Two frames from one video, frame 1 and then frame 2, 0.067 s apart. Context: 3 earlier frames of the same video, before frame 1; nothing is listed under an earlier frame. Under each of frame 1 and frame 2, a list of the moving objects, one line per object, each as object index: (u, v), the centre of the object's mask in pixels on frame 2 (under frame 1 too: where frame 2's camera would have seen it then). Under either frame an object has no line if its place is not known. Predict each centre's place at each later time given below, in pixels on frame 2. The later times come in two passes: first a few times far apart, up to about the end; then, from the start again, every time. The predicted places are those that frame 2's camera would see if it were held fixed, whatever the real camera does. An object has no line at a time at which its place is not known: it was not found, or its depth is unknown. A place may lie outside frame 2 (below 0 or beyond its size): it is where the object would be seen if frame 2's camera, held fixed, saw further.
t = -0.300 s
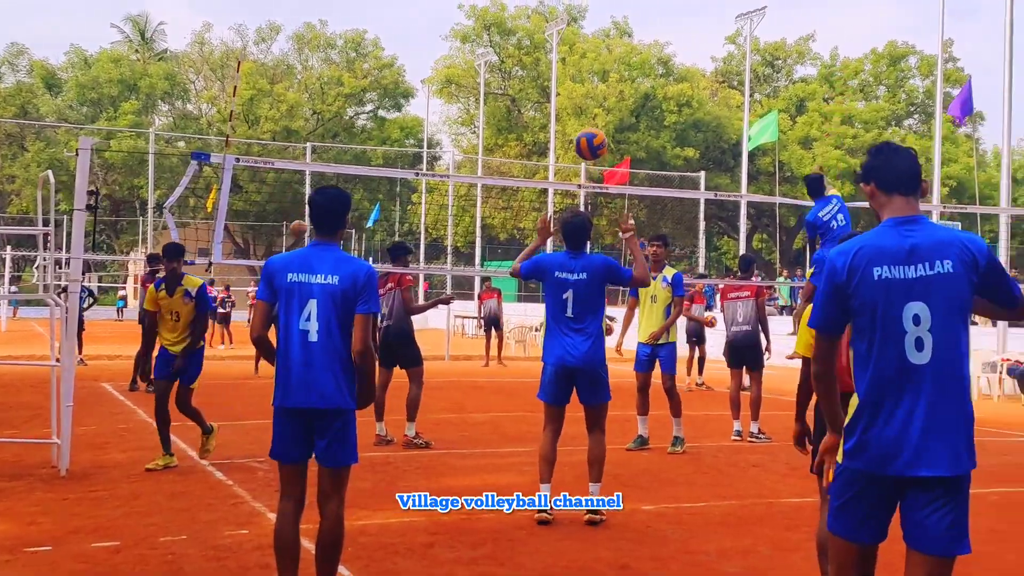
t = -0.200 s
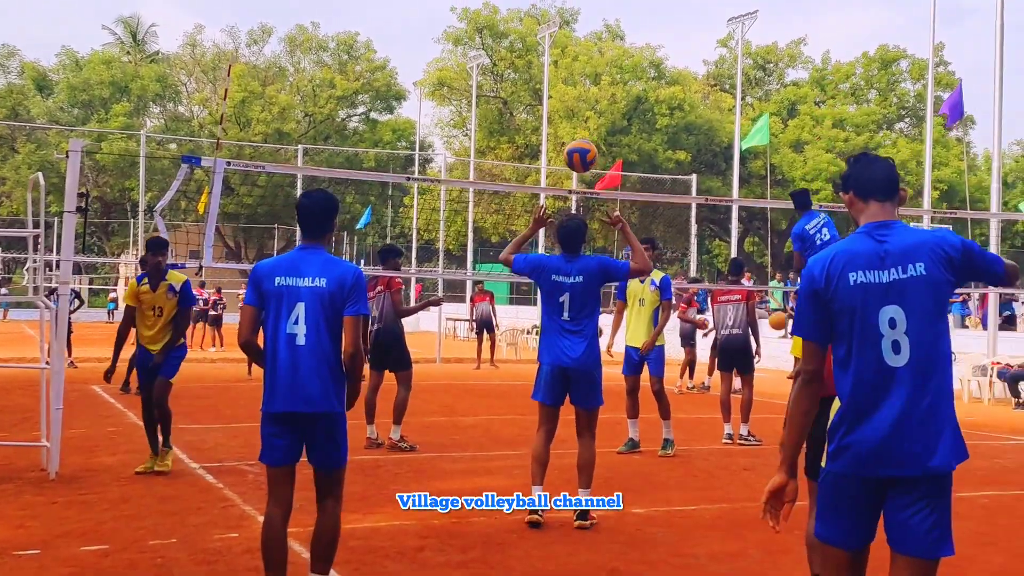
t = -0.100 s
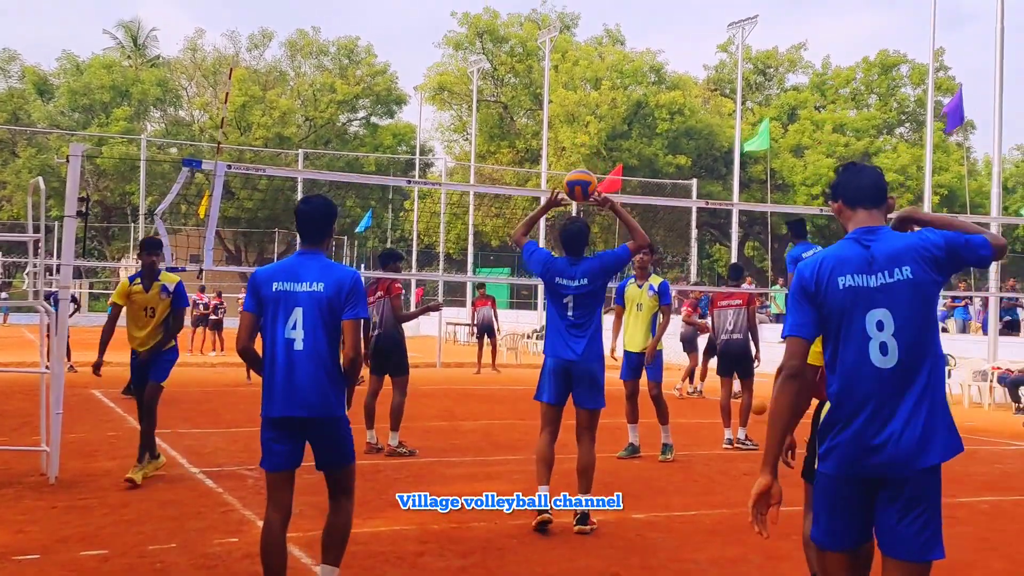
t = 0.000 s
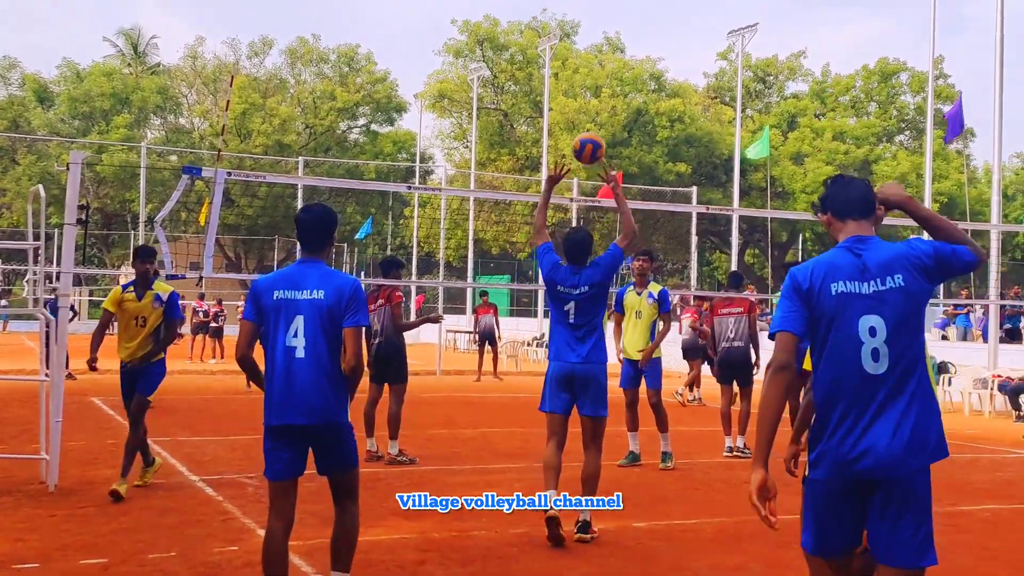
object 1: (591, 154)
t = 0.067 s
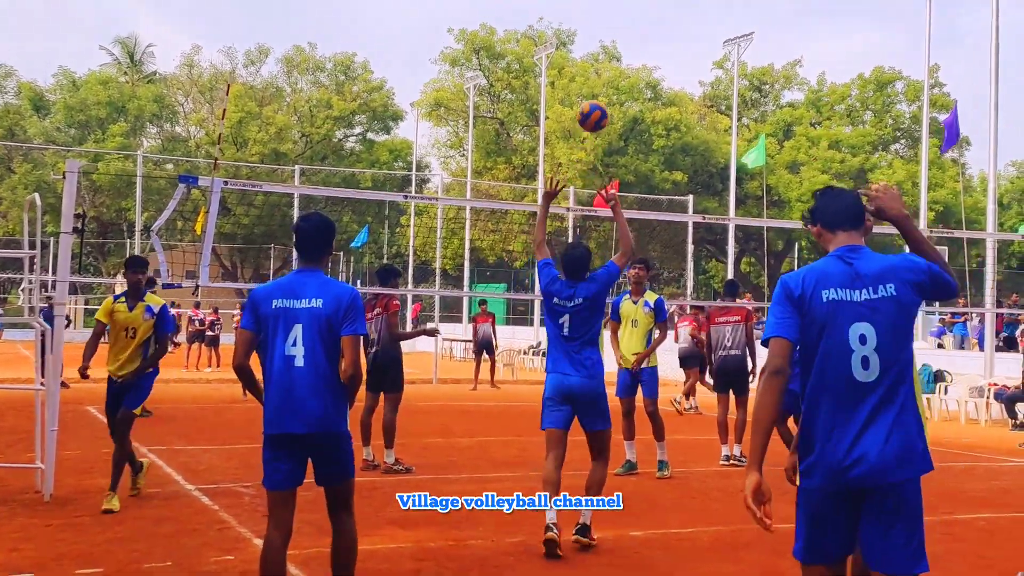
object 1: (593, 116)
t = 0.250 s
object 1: (614, 45)
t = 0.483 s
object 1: (635, 28)
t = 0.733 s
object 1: (650, 84)
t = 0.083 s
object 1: (595, 107)
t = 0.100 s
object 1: (597, 100)
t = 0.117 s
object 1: (599, 92)
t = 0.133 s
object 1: (601, 84)
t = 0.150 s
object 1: (603, 78)
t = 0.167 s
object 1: (605, 71)
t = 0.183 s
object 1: (606, 65)
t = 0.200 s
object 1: (608, 59)
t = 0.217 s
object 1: (610, 54)
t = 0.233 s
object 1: (612, 49)
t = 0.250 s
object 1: (614, 45)
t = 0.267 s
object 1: (615, 41)
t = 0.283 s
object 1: (617, 38)
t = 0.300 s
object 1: (618, 35)
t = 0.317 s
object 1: (620, 32)
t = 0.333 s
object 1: (622, 30)
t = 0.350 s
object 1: (623, 29)
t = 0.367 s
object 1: (625, 27)
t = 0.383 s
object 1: (626, 26)
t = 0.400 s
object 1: (628, 26)
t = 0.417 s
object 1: (629, 25)
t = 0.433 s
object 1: (631, 26)
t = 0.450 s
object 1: (632, 26)
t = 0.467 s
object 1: (634, 27)
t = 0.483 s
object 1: (635, 28)
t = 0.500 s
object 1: (636, 30)
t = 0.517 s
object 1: (637, 32)
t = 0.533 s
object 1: (639, 34)
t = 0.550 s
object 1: (640, 36)
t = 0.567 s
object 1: (641, 39)
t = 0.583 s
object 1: (642, 42)
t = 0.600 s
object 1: (643, 46)
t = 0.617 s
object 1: (644, 50)
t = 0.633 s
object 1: (645, 54)
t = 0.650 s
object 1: (646, 58)
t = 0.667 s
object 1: (647, 63)
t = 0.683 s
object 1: (648, 68)
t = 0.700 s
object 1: (648, 73)
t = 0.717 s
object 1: (649, 78)
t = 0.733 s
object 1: (650, 84)
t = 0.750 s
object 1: (651, 90)
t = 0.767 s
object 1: (652, 97)
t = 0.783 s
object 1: (653, 103)
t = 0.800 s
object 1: (653, 110)
